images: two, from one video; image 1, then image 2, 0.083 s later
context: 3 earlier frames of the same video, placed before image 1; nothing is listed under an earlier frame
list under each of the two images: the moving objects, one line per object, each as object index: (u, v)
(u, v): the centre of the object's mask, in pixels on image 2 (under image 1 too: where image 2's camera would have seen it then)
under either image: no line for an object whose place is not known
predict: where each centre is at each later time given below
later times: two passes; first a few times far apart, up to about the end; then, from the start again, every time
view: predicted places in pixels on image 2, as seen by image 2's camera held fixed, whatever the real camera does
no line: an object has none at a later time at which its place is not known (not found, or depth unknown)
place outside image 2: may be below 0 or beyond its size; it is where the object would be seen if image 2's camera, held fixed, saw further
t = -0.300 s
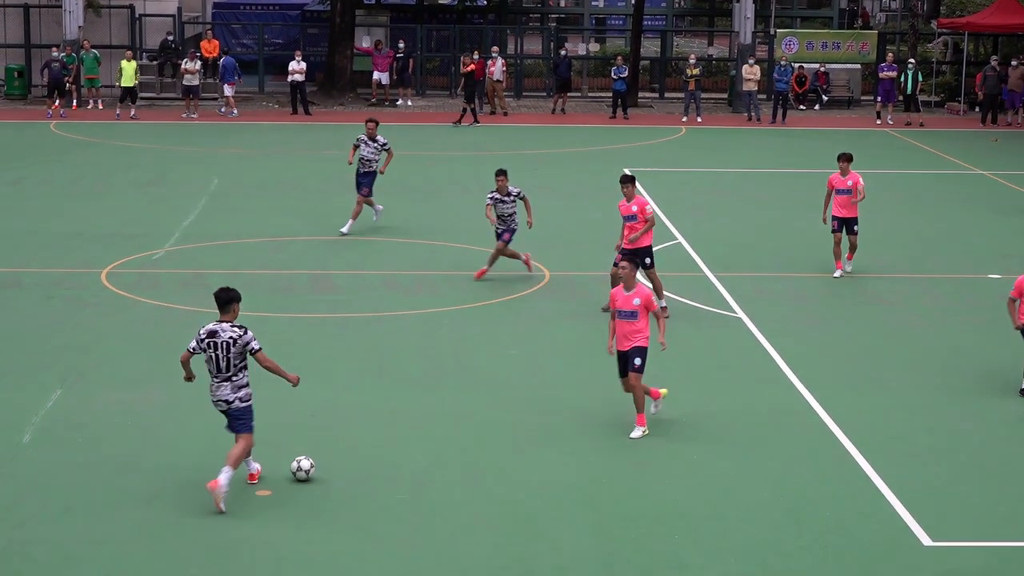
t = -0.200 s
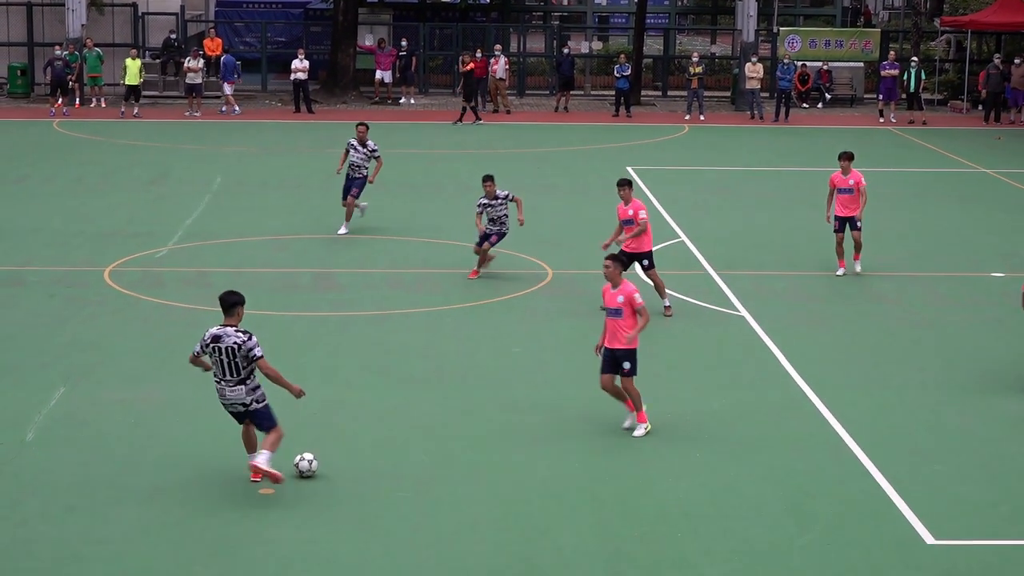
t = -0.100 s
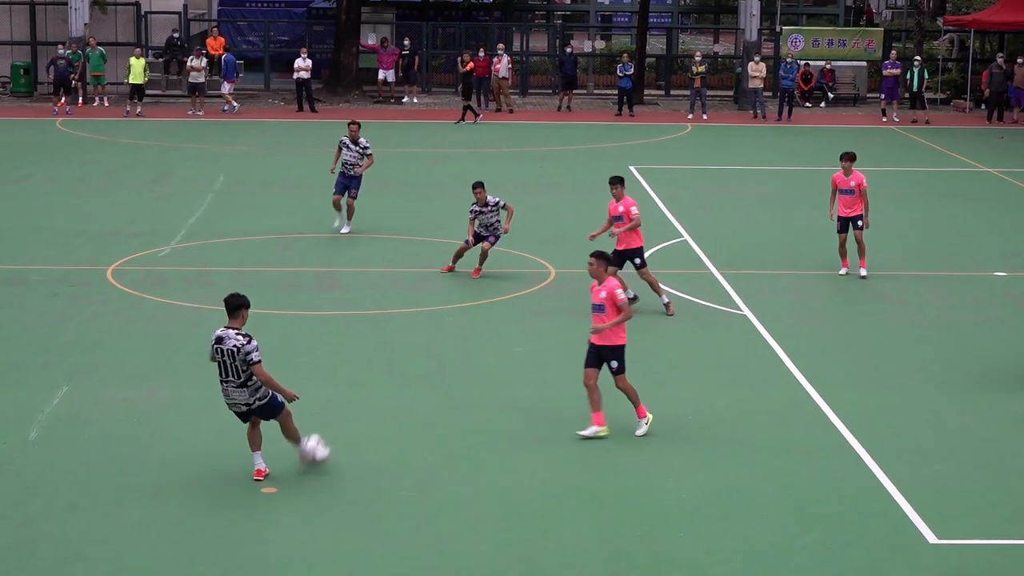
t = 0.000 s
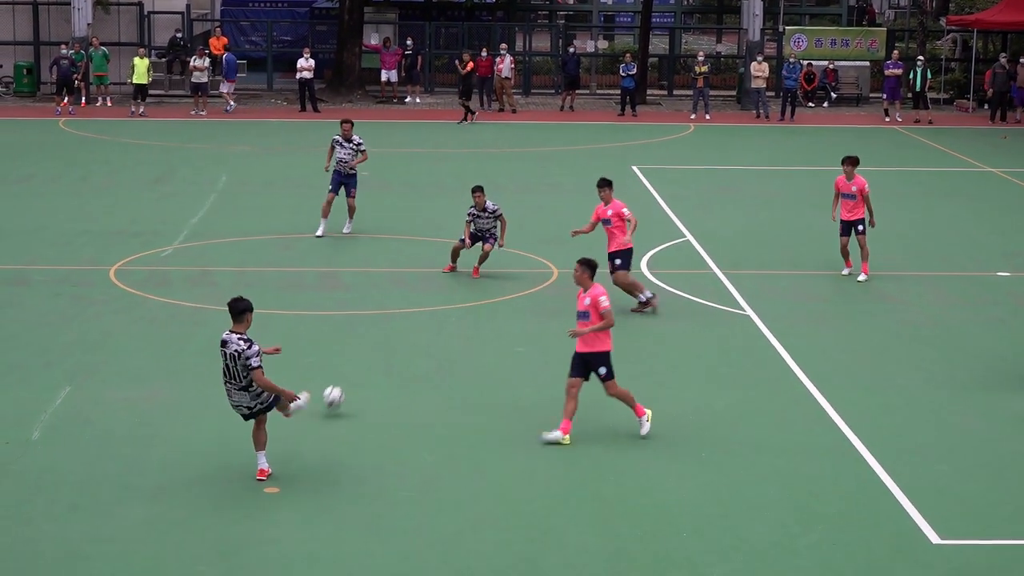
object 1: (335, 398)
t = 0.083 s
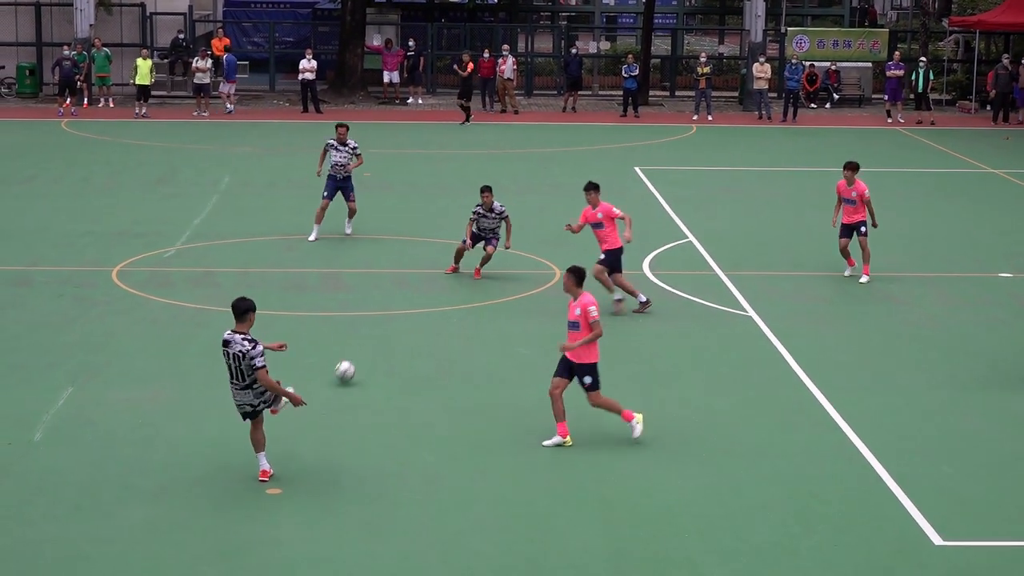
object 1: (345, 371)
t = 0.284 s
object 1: (352, 313)
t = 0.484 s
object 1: (353, 278)
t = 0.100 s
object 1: (346, 368)
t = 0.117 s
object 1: (347, 362)
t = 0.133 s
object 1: (347, 356)
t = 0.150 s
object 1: (348, 348)
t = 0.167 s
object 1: (348, 343)
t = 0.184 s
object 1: (349, 337)
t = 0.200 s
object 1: (350, 332)
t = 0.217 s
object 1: (350, 327)
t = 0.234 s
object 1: (351, 324)
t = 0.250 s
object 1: (351, 320)
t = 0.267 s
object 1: (351, 316)
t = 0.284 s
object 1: (352, 313)
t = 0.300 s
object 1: (352, 310)
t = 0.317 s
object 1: (353, 308)
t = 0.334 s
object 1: (352, 306)
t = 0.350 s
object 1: (352, 305)
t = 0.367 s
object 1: (353, 301)
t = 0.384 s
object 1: (353, 297)
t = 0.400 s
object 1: (353, 293)
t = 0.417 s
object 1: (352, 289)
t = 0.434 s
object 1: (352, 286)
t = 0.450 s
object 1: (353, 283)
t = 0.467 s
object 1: (353, 280)
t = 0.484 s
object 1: (353, 278)
